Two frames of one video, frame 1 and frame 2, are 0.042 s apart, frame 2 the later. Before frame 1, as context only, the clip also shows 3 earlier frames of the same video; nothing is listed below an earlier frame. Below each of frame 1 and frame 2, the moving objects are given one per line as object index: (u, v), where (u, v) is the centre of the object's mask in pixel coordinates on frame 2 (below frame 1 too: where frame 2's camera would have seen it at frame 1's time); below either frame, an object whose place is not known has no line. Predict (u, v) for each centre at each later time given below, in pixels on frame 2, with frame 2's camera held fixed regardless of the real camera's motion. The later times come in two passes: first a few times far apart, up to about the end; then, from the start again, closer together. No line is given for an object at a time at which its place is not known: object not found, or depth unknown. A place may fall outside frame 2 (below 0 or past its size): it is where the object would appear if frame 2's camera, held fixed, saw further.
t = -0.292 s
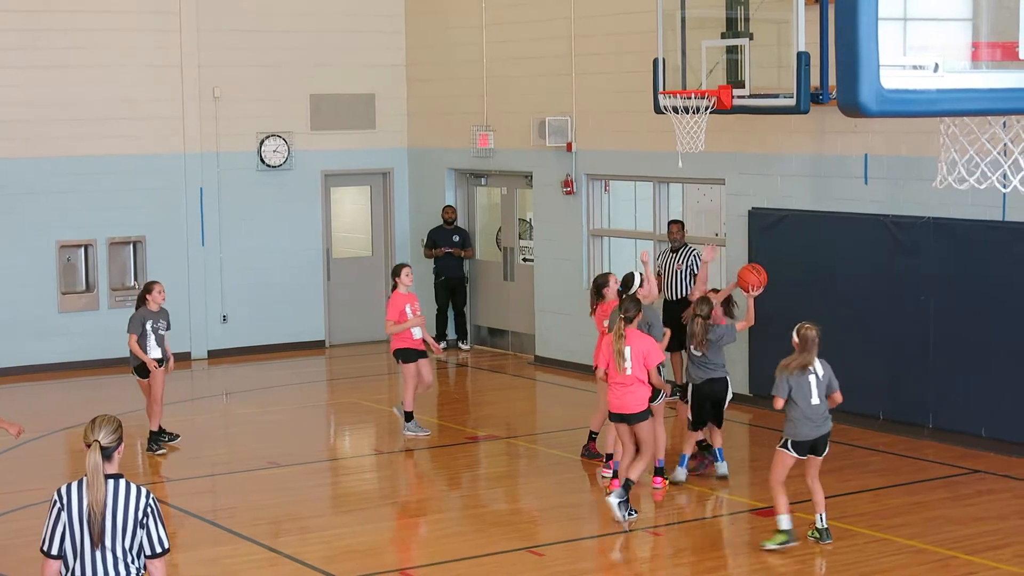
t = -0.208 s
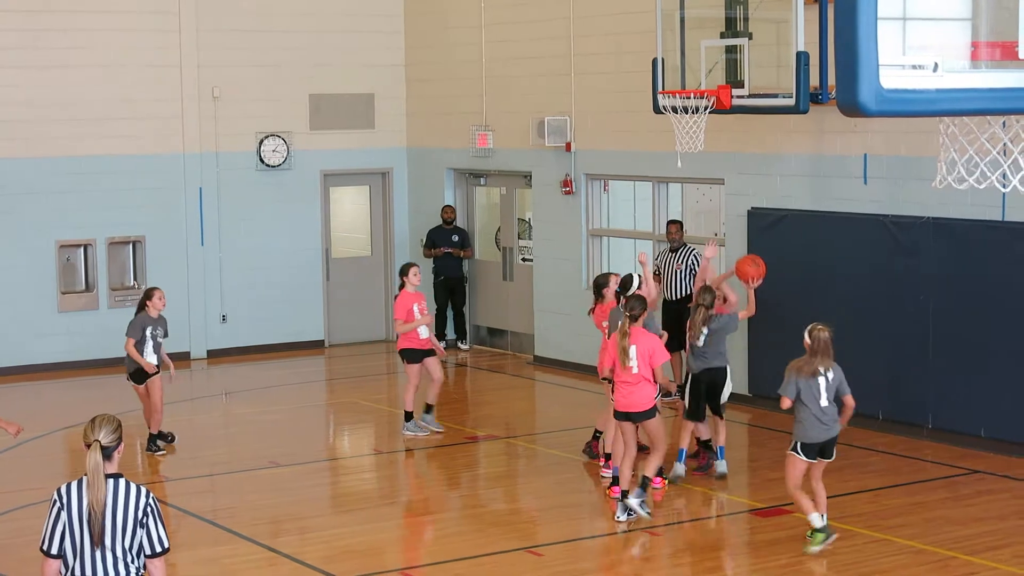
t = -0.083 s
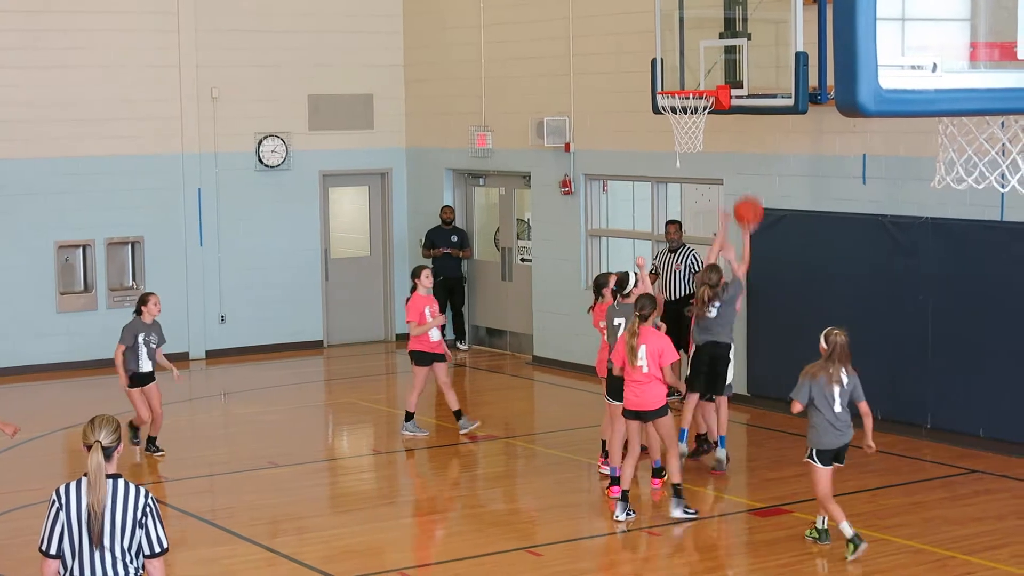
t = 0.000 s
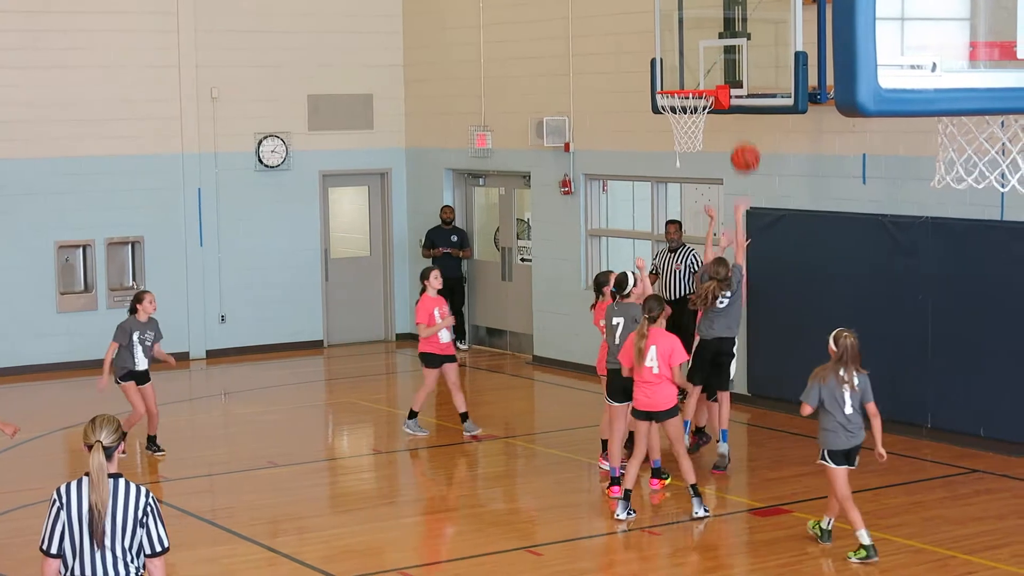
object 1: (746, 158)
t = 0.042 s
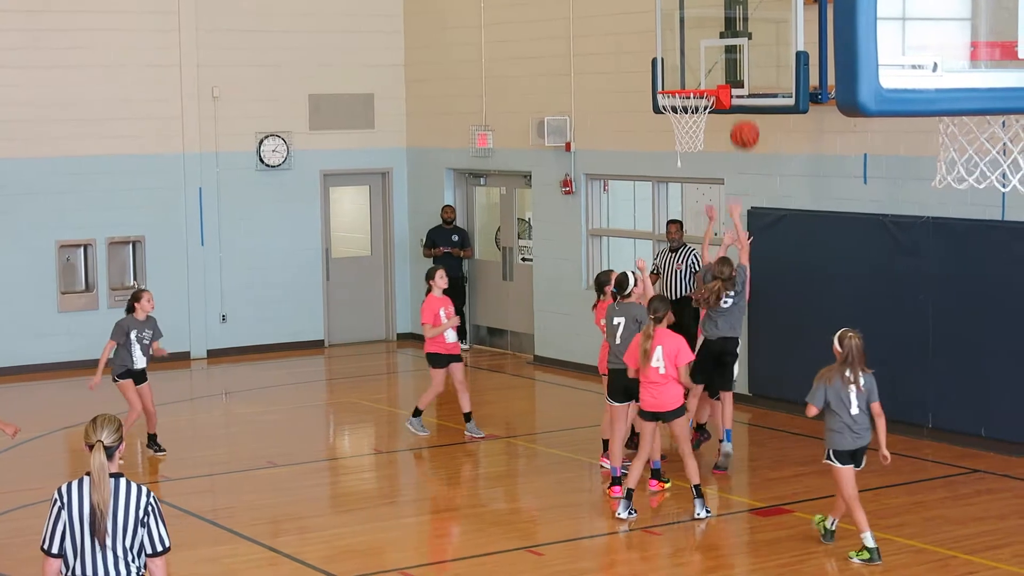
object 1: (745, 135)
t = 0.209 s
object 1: (739, 66)
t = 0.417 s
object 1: (705, 46)
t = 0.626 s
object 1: (667, 78)
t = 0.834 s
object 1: (694, 65)
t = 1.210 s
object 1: (726, 71)
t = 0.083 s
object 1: (743, 115)
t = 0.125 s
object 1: (742, 96)
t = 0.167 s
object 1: (740, 80)
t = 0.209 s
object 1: (739, 66)
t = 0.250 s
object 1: (738, 55)
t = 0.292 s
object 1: (731, 48)
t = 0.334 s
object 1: (722, 45)
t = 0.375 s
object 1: (714, 45)
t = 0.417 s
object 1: (705, 46)
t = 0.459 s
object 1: (697, 49)
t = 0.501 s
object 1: (688, 55)
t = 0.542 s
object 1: (679, 62)
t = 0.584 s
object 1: (671, 72)
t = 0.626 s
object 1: (667, 78)
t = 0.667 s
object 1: (672, 71)
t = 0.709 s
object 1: (678, 67)
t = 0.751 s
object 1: (683, 64)
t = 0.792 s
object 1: (689, 64)
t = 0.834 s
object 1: (694, 65)
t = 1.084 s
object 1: (718, 63)
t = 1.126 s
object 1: (720, 63)
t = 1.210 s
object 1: (726, 71)
